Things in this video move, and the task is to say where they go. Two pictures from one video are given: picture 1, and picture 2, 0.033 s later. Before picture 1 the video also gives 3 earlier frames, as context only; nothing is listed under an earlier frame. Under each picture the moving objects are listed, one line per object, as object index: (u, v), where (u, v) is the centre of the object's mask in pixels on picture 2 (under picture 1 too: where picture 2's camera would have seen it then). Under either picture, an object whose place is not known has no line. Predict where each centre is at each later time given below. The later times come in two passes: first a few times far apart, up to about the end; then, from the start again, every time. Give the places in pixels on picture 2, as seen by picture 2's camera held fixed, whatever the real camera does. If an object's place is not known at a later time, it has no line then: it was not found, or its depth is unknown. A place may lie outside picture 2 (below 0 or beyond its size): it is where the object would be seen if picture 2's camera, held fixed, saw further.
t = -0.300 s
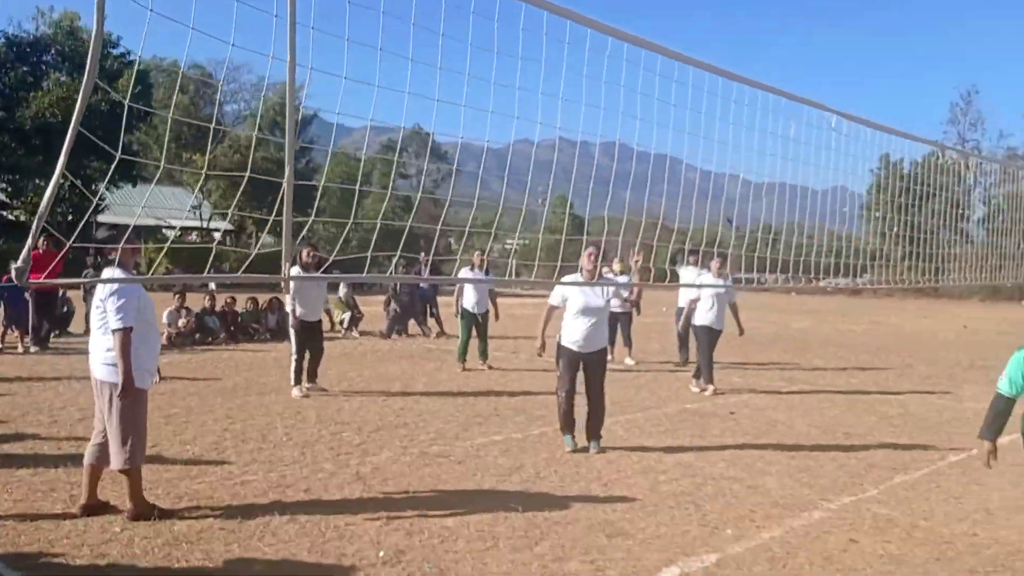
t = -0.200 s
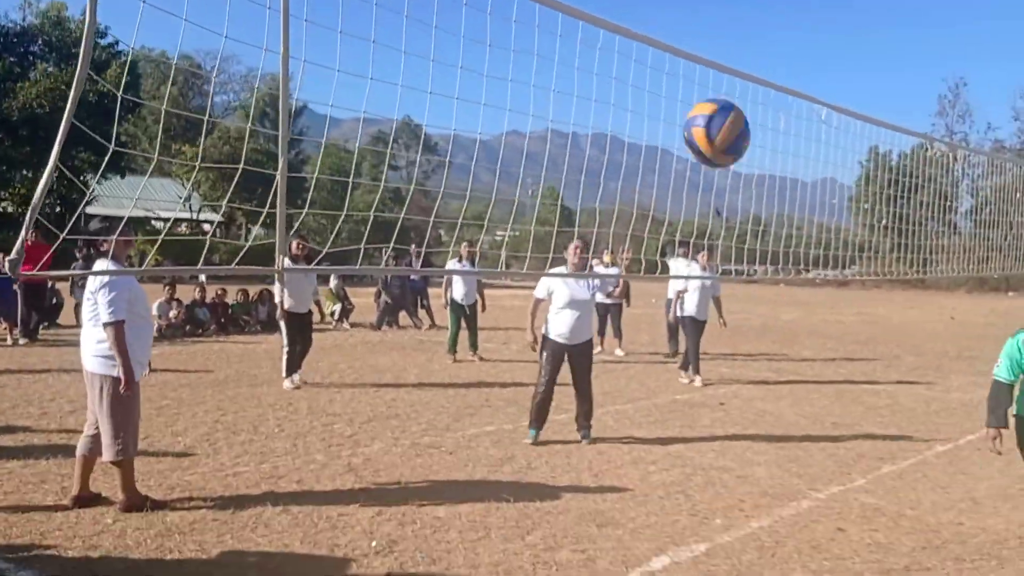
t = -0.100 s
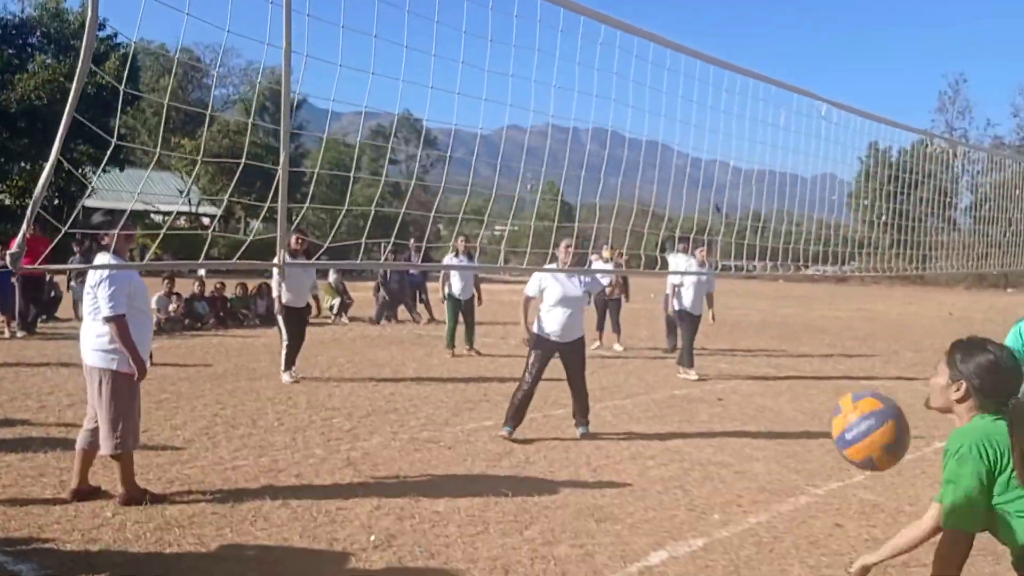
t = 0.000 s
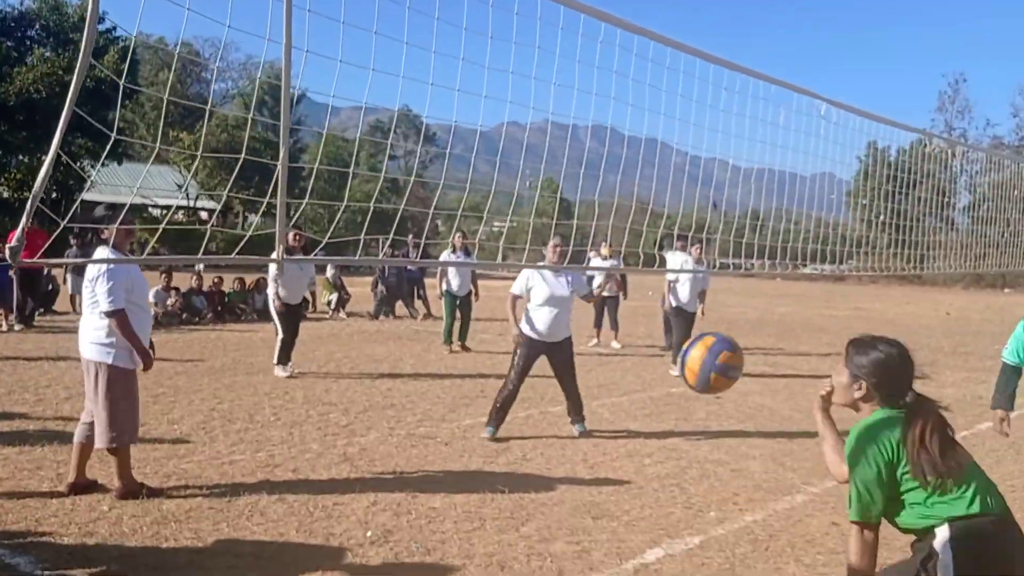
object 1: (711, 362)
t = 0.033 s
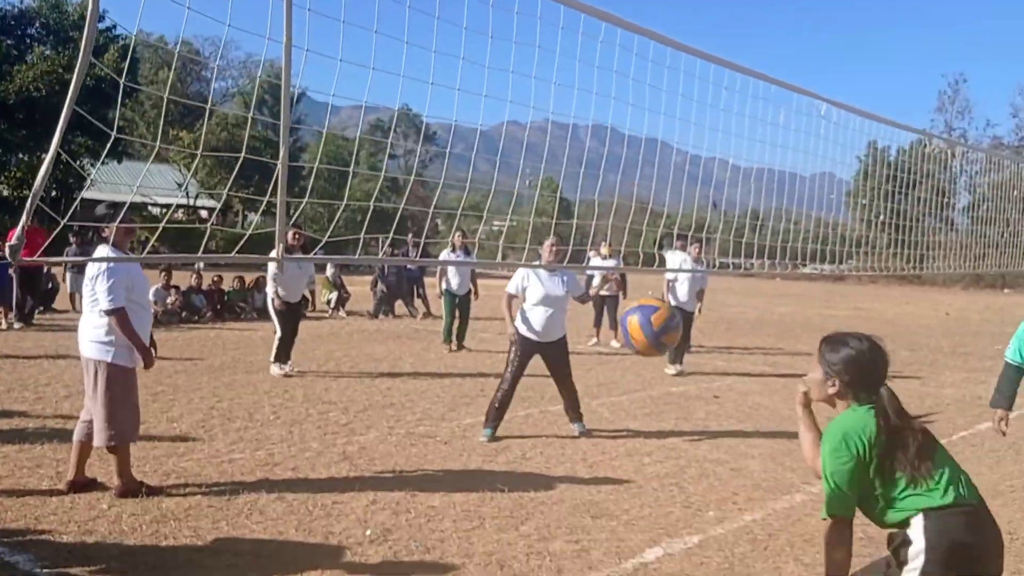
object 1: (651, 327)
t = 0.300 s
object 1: (475, 172)
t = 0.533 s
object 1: (597, 112)
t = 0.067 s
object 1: (596, 298)
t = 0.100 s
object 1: (545, 273)
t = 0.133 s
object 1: (509, 253)
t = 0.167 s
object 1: (489, 235)
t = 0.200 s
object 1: (476, 217)
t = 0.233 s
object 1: (469, 204)
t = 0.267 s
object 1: (469, 187)
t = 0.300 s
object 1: (475, 172)
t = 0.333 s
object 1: (488, 155)
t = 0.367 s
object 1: (504, 142)
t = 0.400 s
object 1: (522, 131)
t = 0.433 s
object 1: (541, 122)
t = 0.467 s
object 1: (559, 116)
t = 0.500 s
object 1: (578, 113)
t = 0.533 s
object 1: (597, 112)
